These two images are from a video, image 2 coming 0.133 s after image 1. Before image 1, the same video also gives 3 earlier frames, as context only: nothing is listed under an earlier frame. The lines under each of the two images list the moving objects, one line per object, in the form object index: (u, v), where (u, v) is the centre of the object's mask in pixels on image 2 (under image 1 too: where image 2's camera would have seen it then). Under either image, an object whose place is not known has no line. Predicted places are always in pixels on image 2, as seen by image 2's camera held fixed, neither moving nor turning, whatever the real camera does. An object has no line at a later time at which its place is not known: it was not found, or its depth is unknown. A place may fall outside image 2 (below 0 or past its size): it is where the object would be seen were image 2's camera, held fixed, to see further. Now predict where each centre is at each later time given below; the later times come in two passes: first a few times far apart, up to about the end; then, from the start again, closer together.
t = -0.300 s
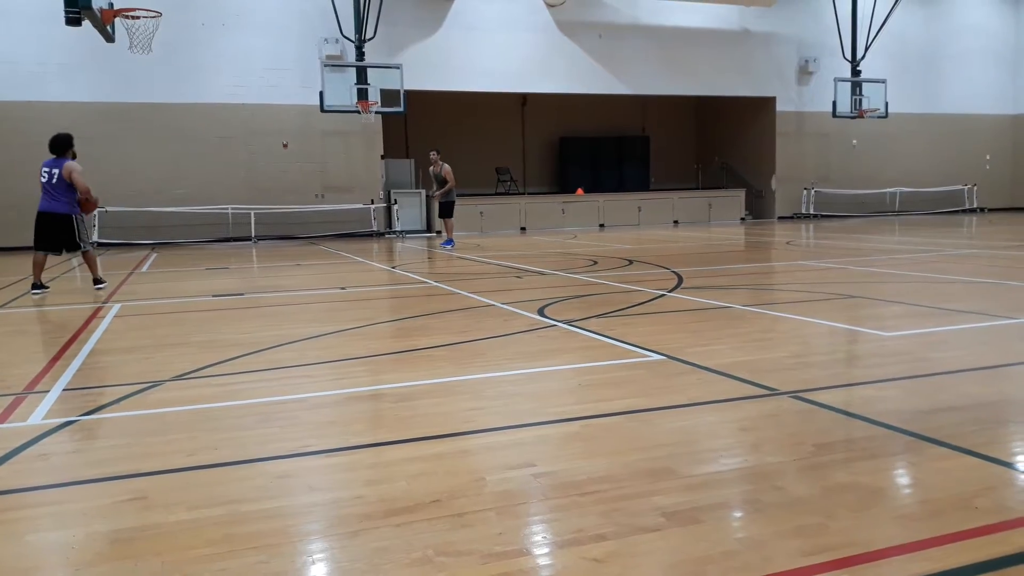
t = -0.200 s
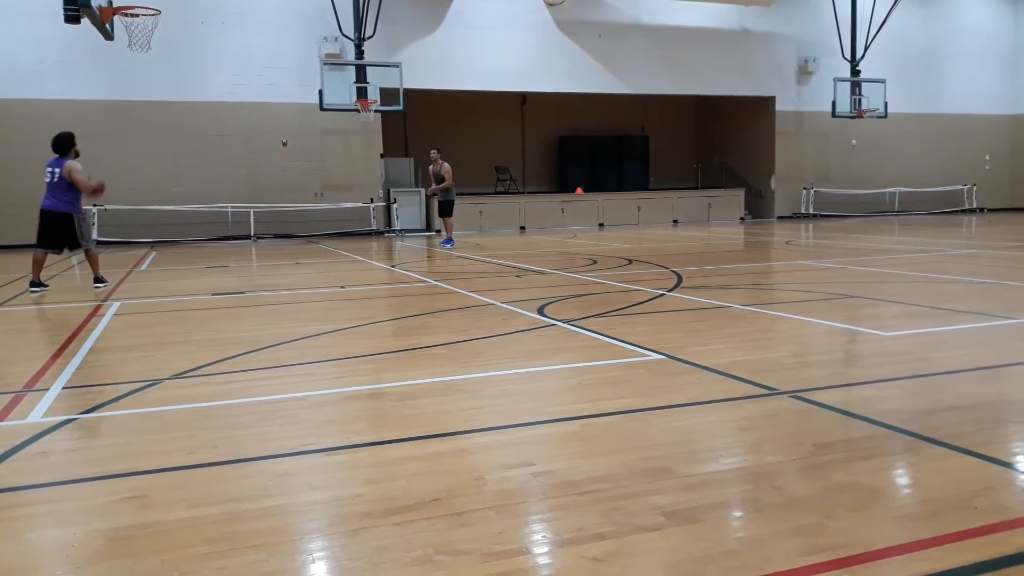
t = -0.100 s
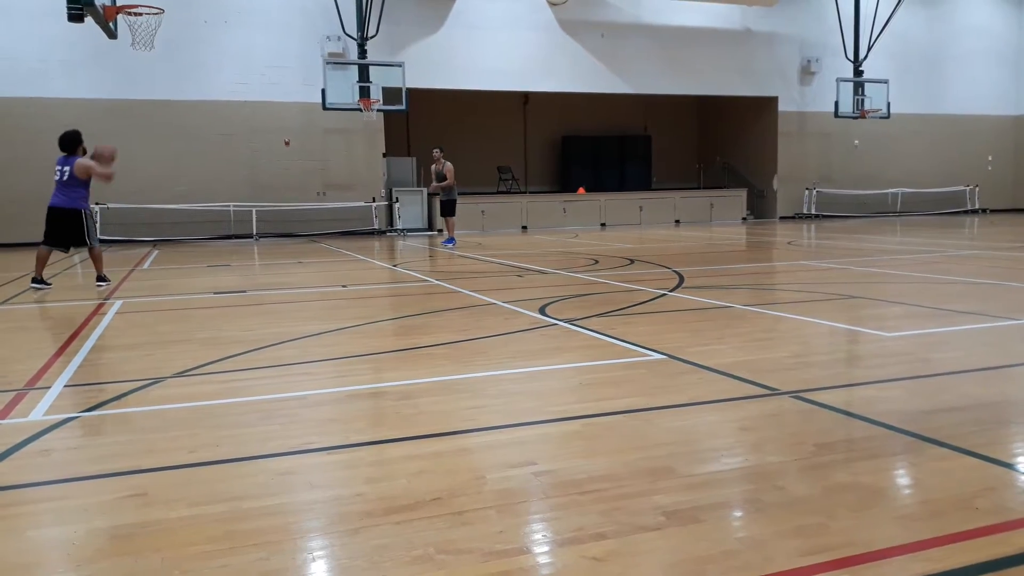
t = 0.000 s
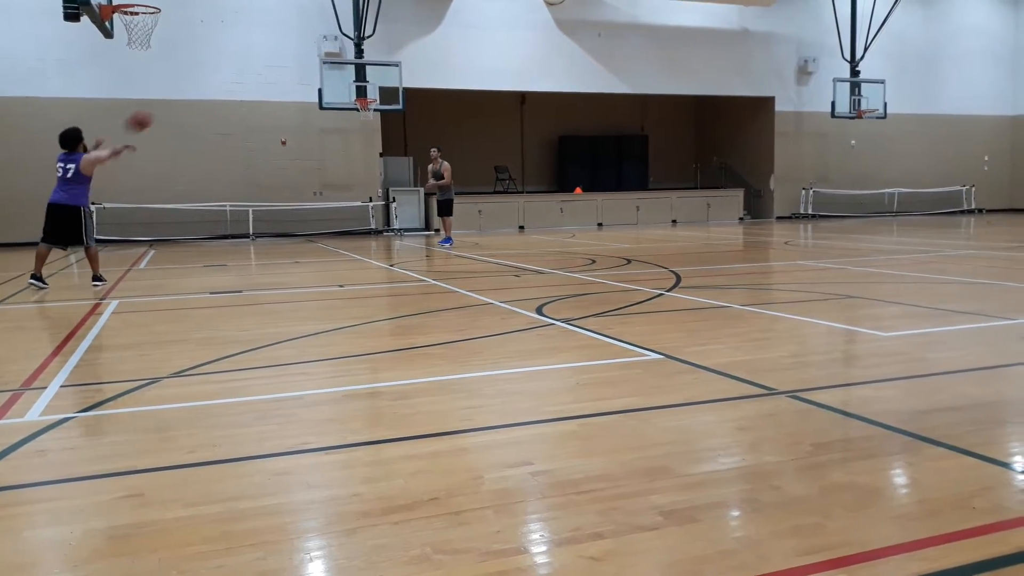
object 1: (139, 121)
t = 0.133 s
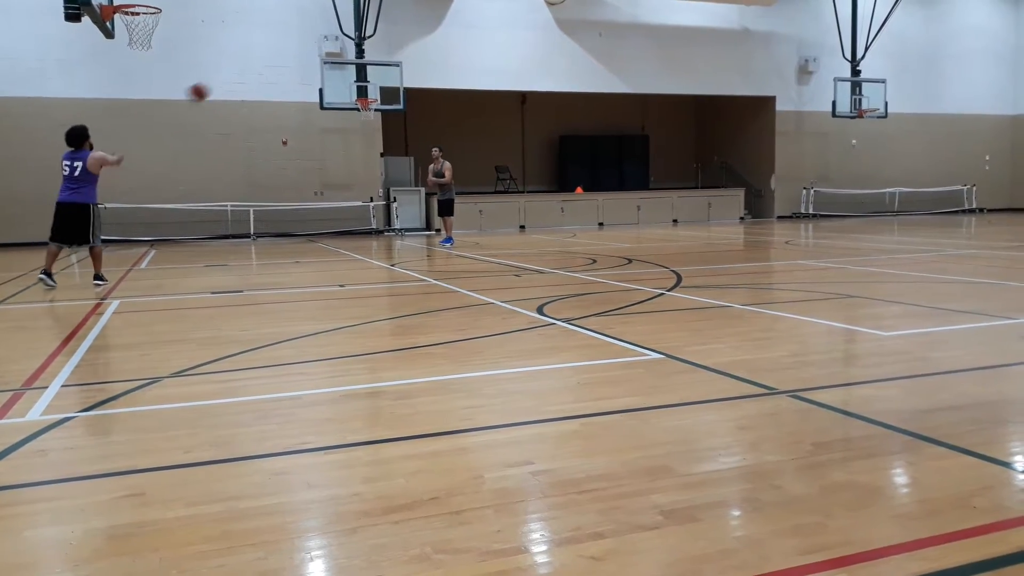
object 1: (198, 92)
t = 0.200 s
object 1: (225, 84)
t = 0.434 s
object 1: (304, 82)
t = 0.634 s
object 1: (361, 105)
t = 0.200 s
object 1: (225, 84)
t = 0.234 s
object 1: (237, 81)
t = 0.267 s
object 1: (249, 79)
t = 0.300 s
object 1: (261, 79)
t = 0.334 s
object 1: (272, 78)
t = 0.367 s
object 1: (283, 79)
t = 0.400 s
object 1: (294, 80)
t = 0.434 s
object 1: (304, 82)
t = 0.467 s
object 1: (313, 85)
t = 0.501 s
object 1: (324, 88)
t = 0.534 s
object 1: (334, 93)
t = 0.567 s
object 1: (343, 97)
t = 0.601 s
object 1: (351, 103)
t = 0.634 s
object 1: (361, 105)
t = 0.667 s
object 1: (369, 115)
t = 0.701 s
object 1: (378, 121)
